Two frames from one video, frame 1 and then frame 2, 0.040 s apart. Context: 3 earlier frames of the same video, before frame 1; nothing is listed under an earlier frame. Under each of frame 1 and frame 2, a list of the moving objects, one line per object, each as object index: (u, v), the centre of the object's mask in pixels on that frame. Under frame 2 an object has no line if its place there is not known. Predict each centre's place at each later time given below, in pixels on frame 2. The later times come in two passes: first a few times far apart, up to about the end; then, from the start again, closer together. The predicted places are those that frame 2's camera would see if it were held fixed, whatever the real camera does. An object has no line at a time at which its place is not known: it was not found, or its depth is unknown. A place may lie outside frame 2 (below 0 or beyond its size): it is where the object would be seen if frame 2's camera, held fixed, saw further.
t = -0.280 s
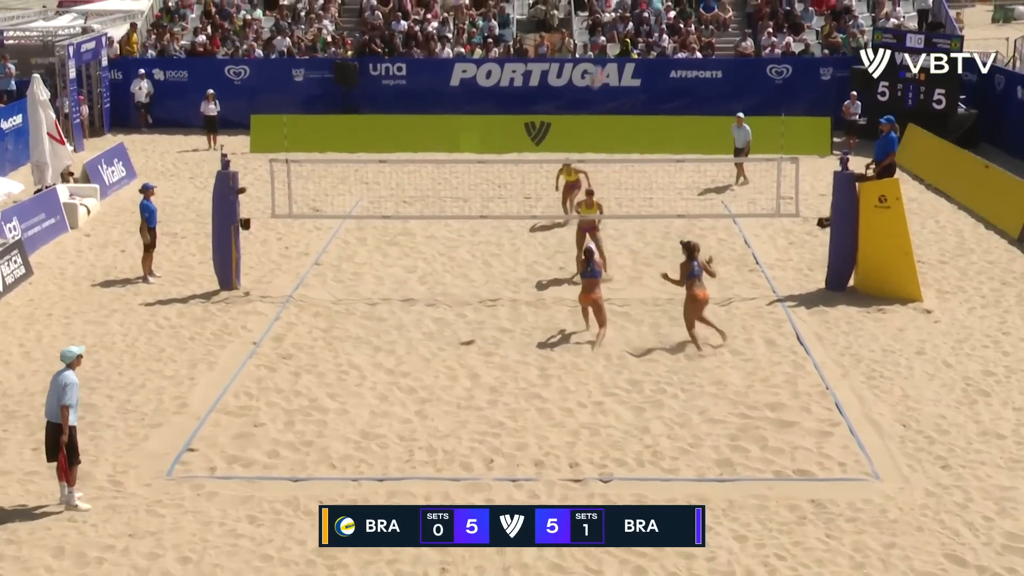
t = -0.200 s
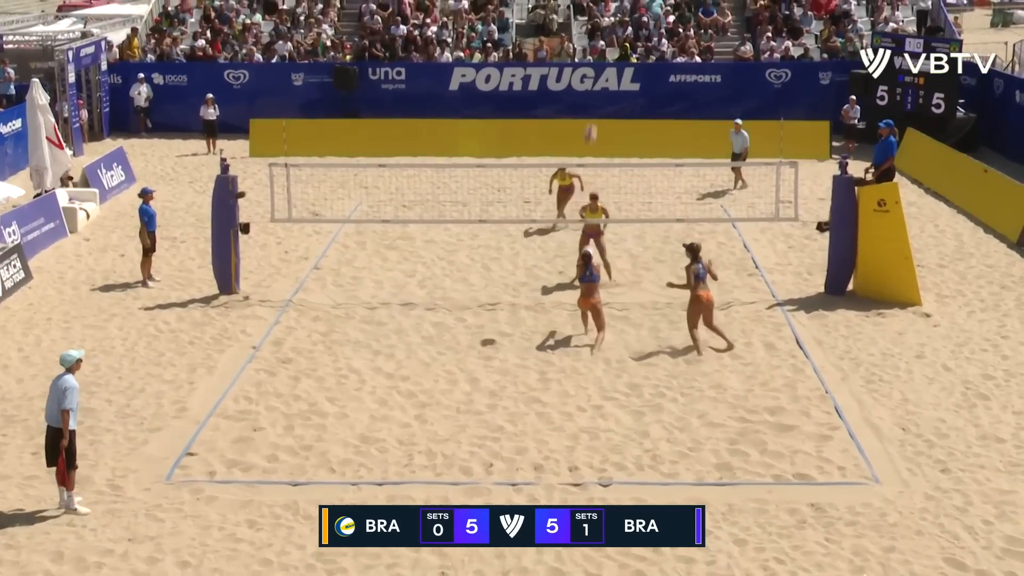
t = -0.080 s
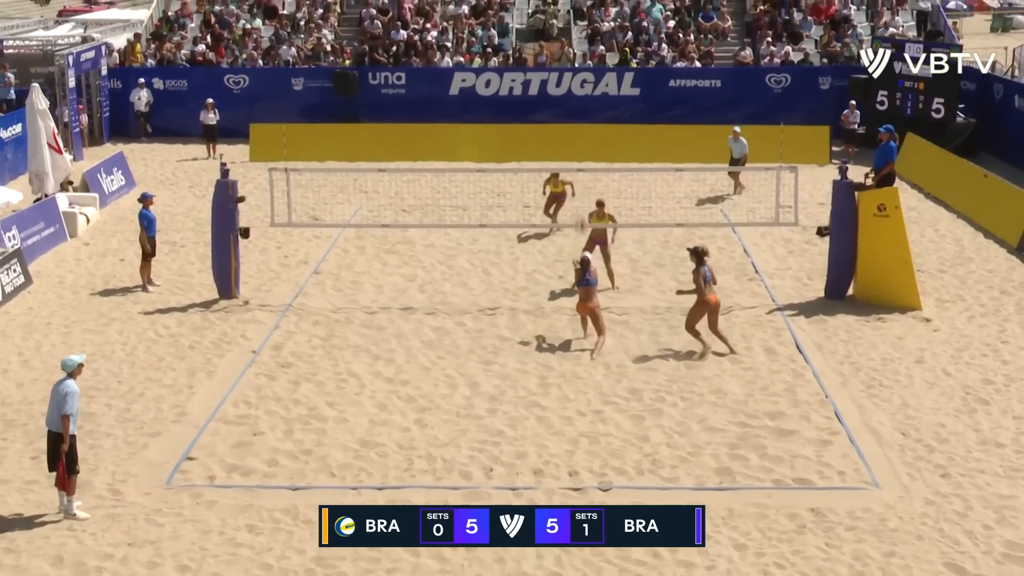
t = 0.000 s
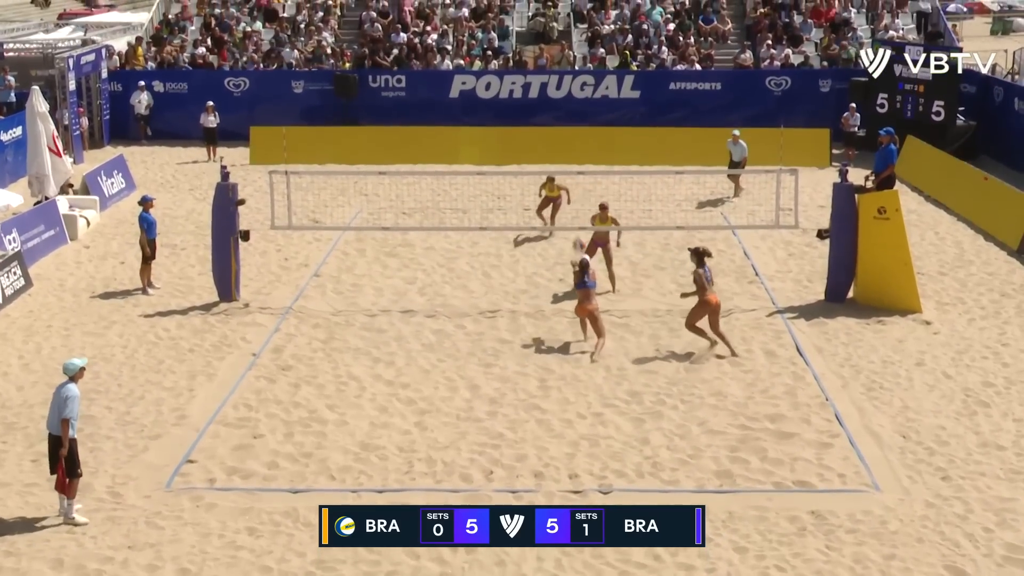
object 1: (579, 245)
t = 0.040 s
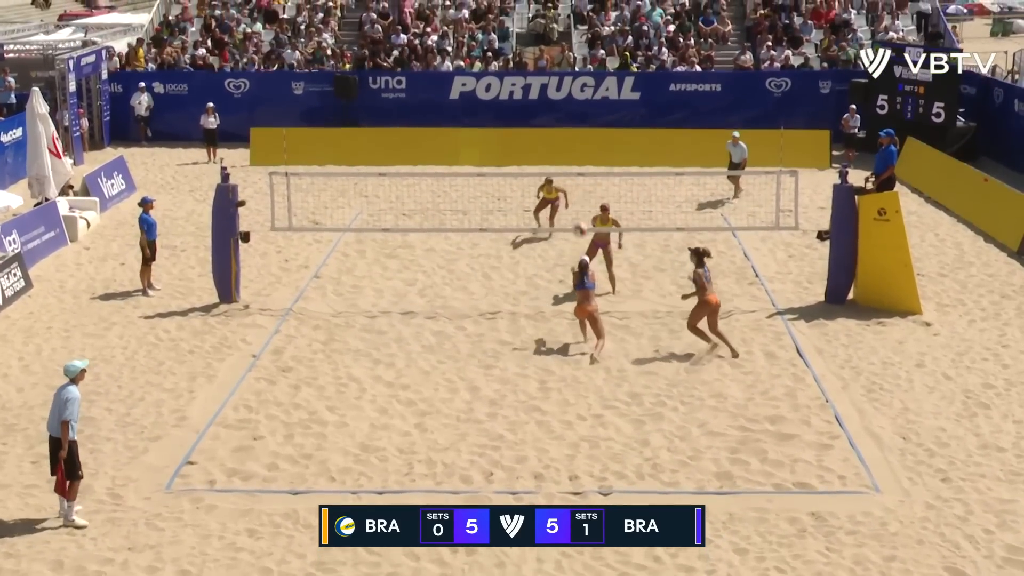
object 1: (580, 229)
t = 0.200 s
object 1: (583, 174)
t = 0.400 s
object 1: (587, 127)
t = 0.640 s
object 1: (592, 107)
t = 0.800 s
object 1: (595, 113)
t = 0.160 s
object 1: (582, 187)
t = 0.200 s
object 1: (583, 174)
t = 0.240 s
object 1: (584, 163)
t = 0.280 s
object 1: (585, 153)
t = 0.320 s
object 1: (585, 143)
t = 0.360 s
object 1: (586, 136)
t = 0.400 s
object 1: (587, 127)
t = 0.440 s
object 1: (587, 122)
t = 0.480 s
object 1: (588, 117)
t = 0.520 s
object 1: (589, 114)
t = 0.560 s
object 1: (590, 111)
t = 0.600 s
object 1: (591, 108)
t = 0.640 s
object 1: (592, 107)
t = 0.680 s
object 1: (592, 107)
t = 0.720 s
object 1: (593, 108)
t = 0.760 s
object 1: (594, 110)
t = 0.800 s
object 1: (595, 113)
